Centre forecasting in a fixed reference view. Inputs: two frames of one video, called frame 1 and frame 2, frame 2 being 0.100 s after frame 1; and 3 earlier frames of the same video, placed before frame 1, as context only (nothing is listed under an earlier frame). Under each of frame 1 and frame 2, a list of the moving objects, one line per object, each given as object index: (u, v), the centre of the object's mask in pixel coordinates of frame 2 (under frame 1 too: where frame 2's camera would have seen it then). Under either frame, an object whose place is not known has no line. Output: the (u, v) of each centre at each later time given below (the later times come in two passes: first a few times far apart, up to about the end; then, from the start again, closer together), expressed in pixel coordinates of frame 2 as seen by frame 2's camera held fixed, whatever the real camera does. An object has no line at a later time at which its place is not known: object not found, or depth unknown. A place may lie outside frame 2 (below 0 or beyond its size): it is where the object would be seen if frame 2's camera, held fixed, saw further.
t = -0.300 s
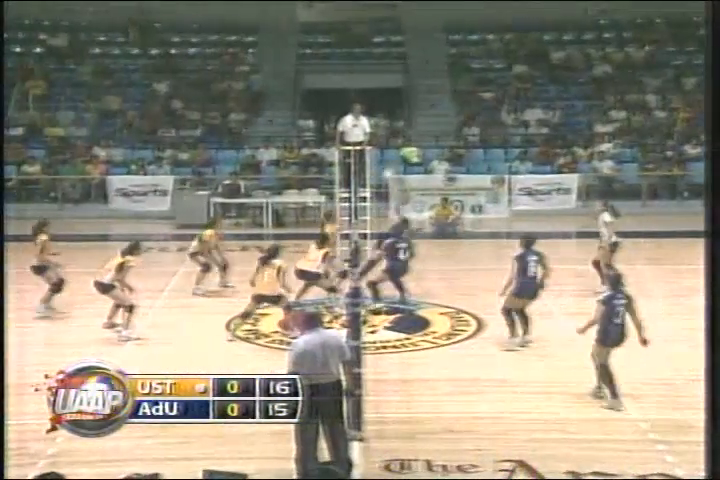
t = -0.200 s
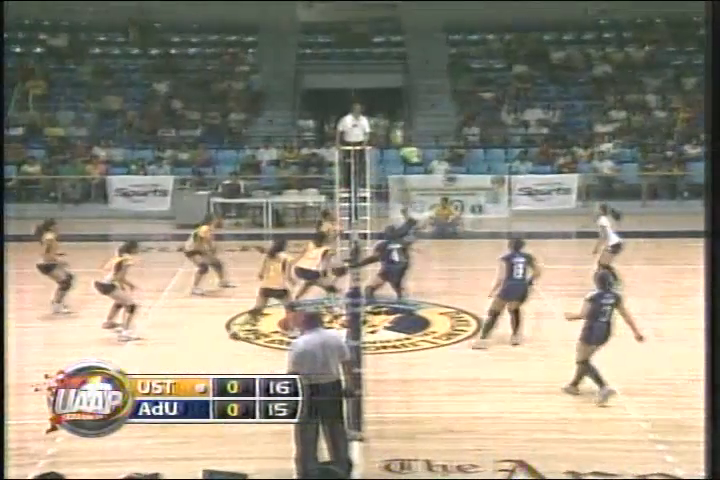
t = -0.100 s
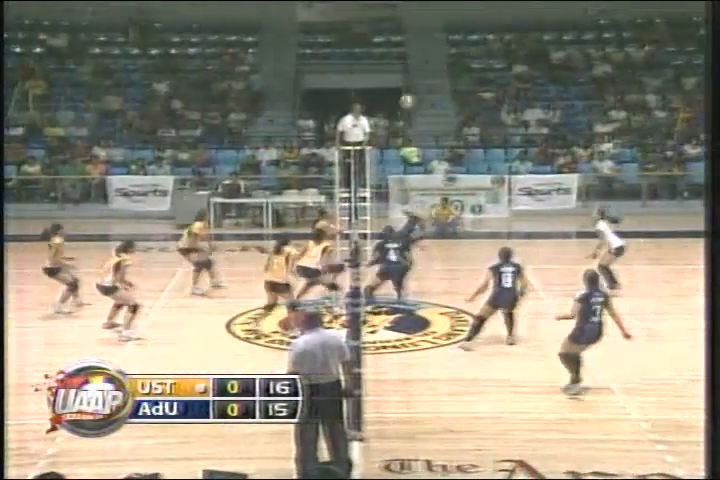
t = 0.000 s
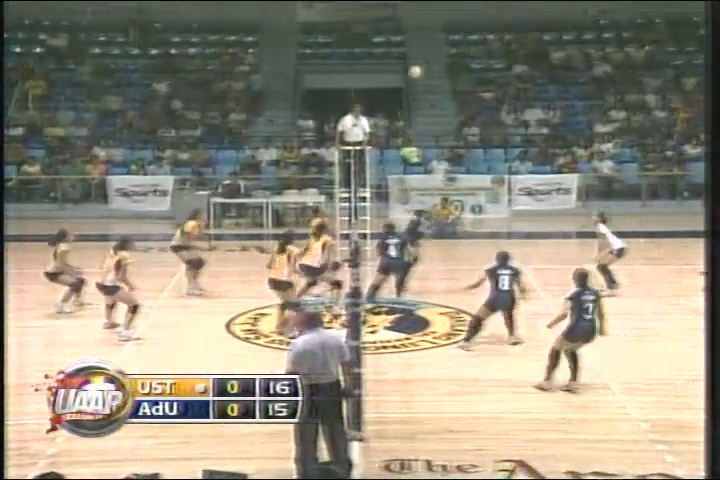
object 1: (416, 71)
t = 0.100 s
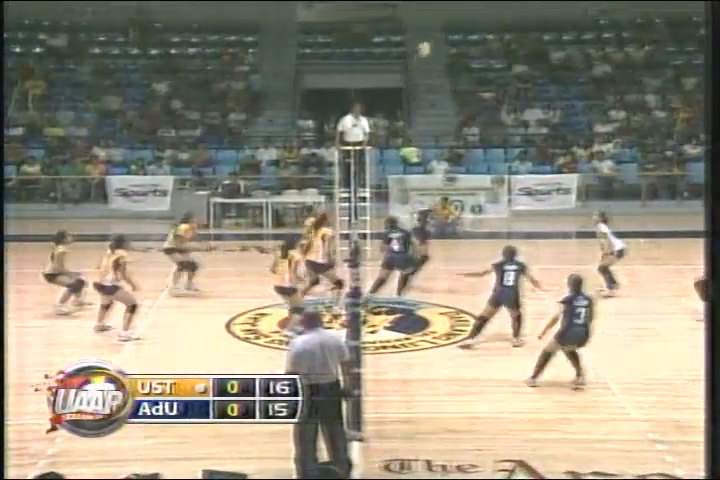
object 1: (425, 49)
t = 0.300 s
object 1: (443, 18)
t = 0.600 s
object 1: (468, 19)
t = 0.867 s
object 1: (491, 68)
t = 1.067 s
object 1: (504, 132)
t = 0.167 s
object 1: (431, 35)
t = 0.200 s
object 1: (436, 29)
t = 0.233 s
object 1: (440, 25)
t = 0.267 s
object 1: (441, 21)
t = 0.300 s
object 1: (443, 18)
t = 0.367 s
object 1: (449, 14)
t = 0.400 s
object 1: (451, 14)
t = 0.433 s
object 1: (453, 13)
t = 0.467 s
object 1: (456, 13)
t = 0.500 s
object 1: (459, 14)
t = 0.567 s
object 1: (467, 16)
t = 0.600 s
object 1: (468, 19)
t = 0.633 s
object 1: (471, 24)
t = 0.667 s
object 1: (474, 30)
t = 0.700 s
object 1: (476, 33)
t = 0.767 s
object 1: (482, 45)
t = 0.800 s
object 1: (484, 52)
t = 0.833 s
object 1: (488, 59)
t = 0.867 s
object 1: (491, 68)
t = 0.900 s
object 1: (493, 77)
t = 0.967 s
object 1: (496, 97)
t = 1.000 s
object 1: (499, 110)
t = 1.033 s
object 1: (502, 120)
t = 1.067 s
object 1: (504, 132)
